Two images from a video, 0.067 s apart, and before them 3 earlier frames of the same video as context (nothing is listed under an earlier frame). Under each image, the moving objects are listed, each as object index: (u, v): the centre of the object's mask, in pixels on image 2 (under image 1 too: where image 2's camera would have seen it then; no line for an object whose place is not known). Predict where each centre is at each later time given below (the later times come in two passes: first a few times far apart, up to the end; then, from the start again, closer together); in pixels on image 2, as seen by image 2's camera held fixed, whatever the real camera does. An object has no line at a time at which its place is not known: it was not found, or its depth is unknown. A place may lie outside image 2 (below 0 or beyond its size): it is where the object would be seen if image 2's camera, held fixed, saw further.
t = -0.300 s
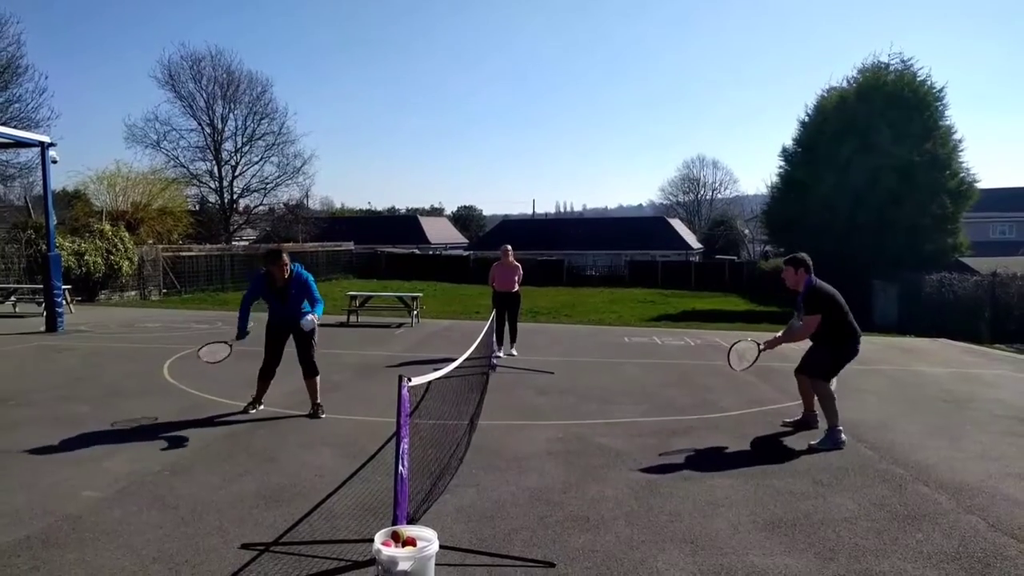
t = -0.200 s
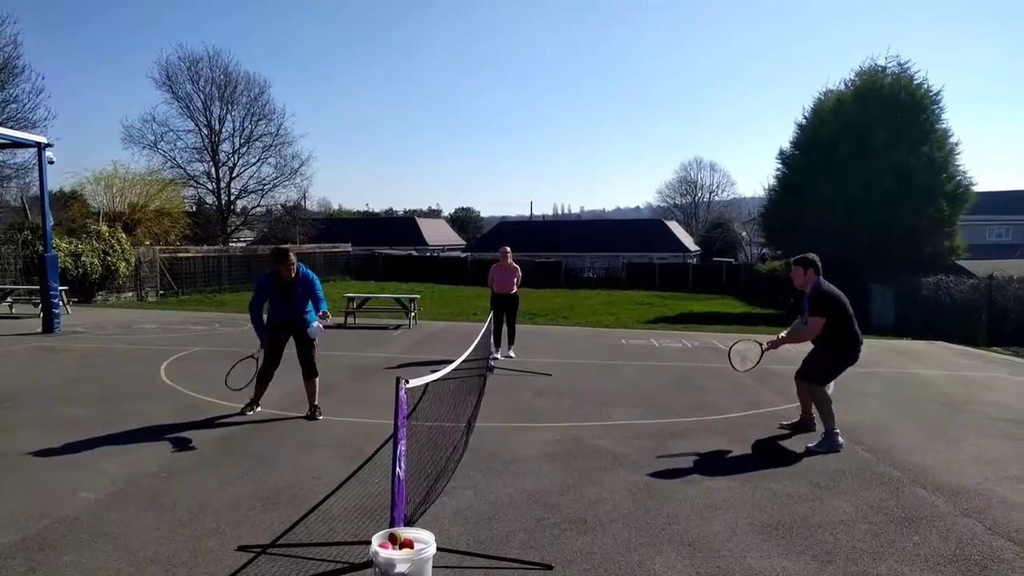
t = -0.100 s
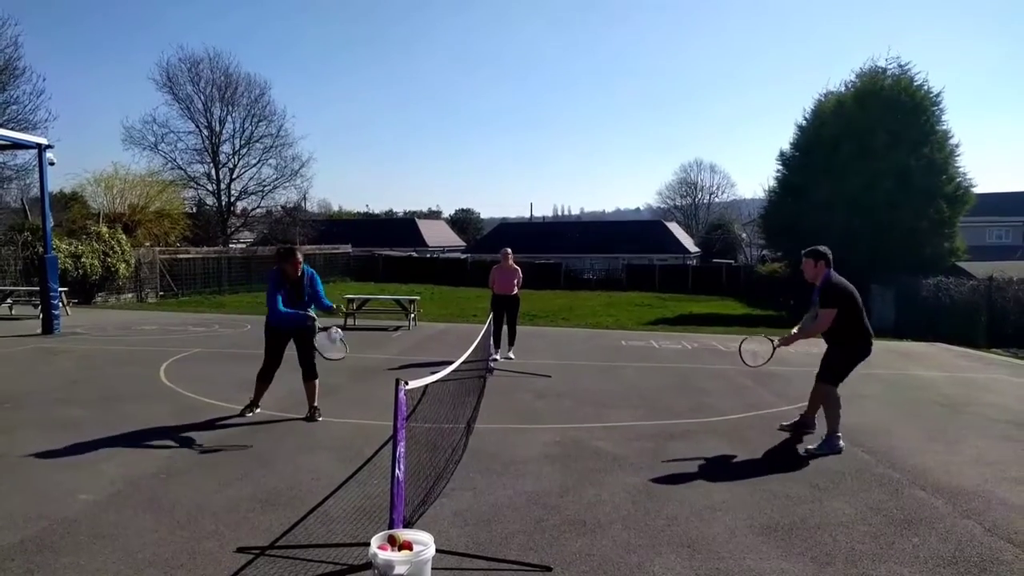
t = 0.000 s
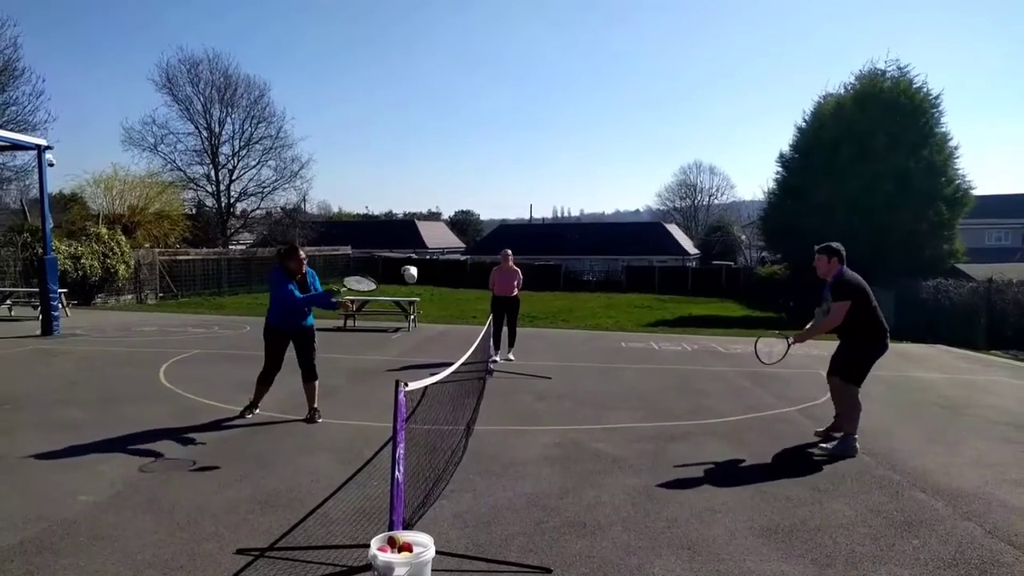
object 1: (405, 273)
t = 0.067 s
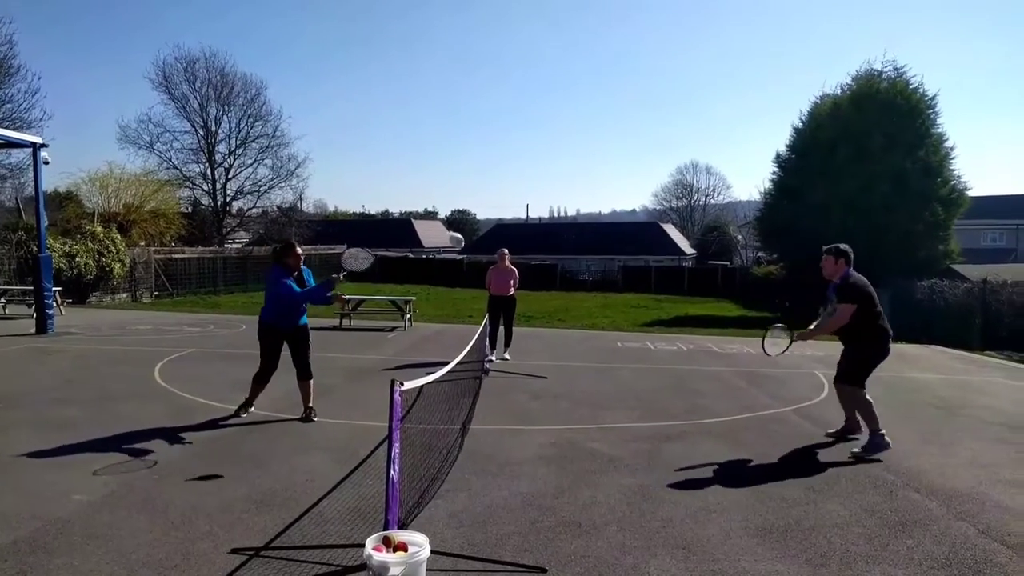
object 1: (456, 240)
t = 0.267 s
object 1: (598, 179)
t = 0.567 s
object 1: (799, 181)
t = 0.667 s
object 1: (860, 206)
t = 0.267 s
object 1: (598, 179)
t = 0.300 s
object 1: (621, 174)
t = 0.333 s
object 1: (644, 169)
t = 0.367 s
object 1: (667, 168)
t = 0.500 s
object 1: (756, 172)
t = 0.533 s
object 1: (778, 176)
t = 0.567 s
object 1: (799, 181)
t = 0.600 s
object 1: (819, 188)
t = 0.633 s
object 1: (840, 196)
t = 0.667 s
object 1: (860, 206)
